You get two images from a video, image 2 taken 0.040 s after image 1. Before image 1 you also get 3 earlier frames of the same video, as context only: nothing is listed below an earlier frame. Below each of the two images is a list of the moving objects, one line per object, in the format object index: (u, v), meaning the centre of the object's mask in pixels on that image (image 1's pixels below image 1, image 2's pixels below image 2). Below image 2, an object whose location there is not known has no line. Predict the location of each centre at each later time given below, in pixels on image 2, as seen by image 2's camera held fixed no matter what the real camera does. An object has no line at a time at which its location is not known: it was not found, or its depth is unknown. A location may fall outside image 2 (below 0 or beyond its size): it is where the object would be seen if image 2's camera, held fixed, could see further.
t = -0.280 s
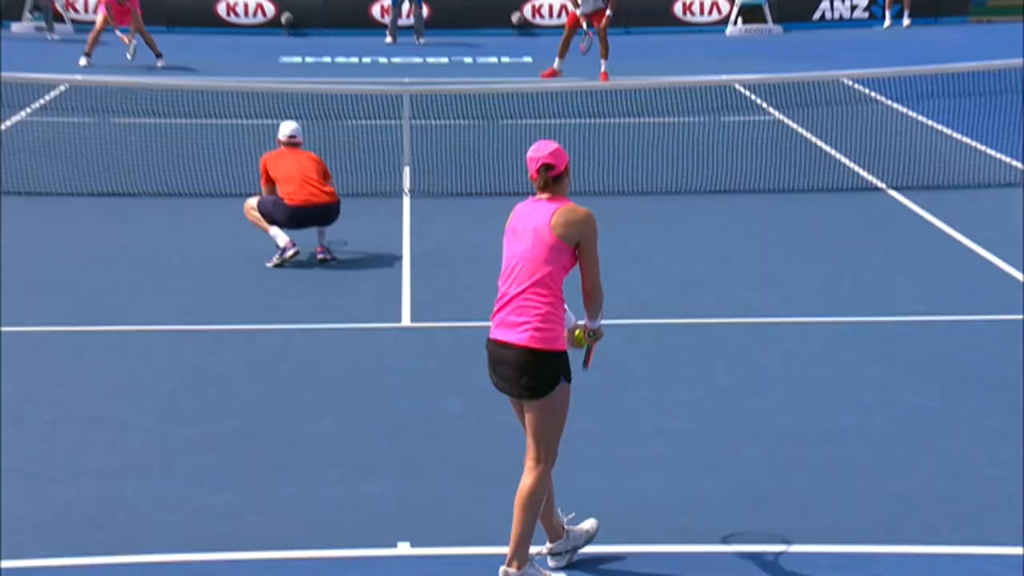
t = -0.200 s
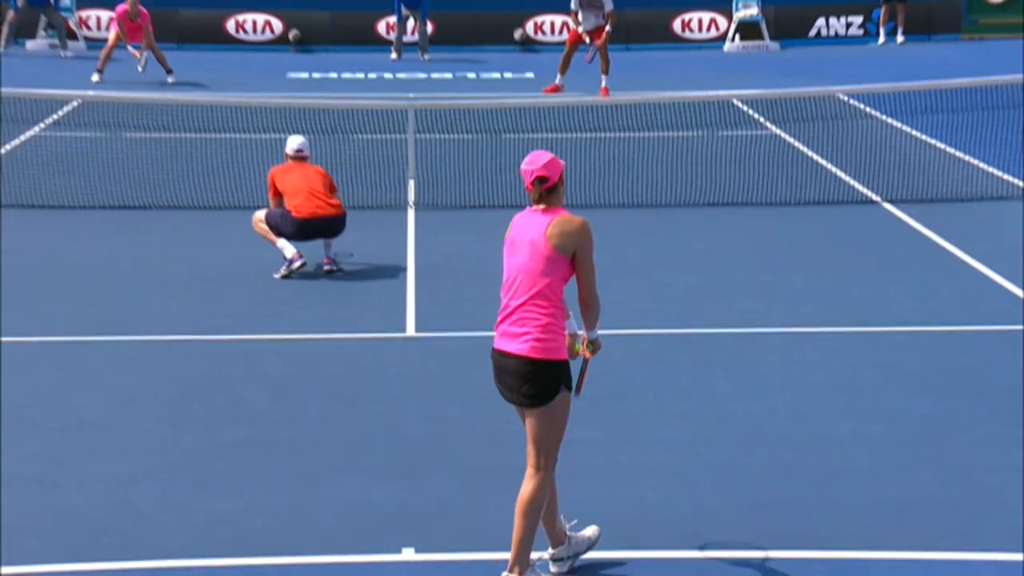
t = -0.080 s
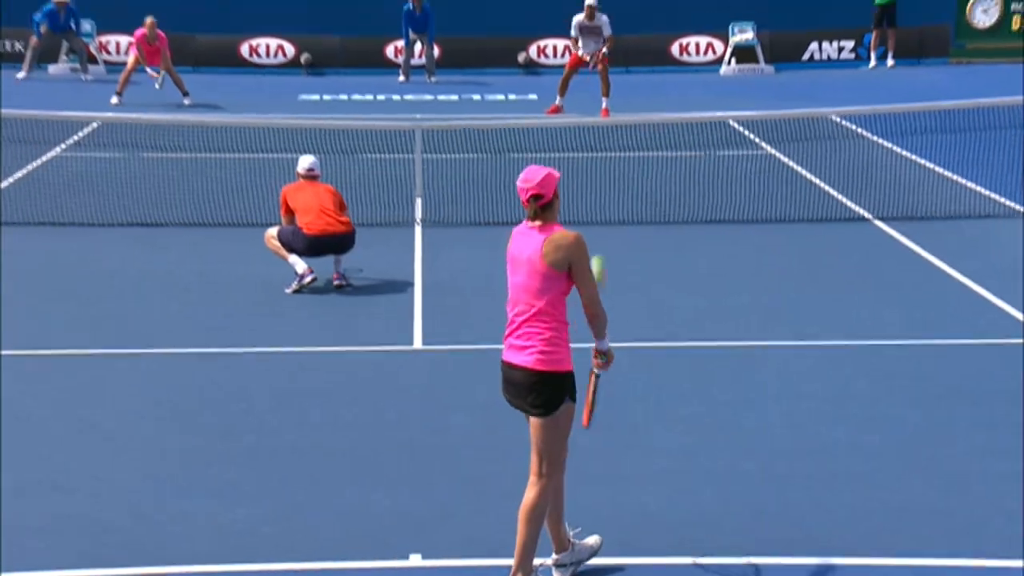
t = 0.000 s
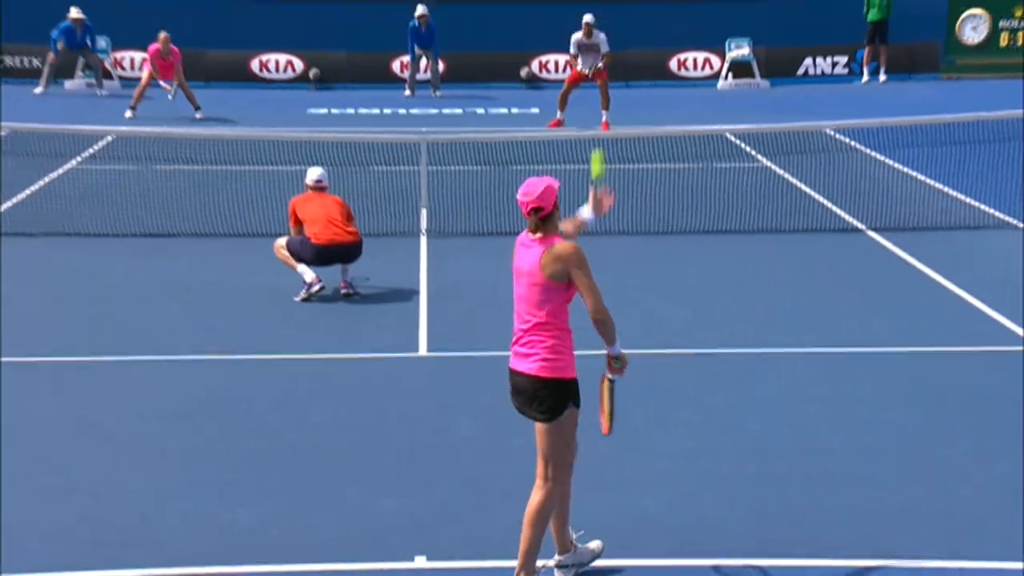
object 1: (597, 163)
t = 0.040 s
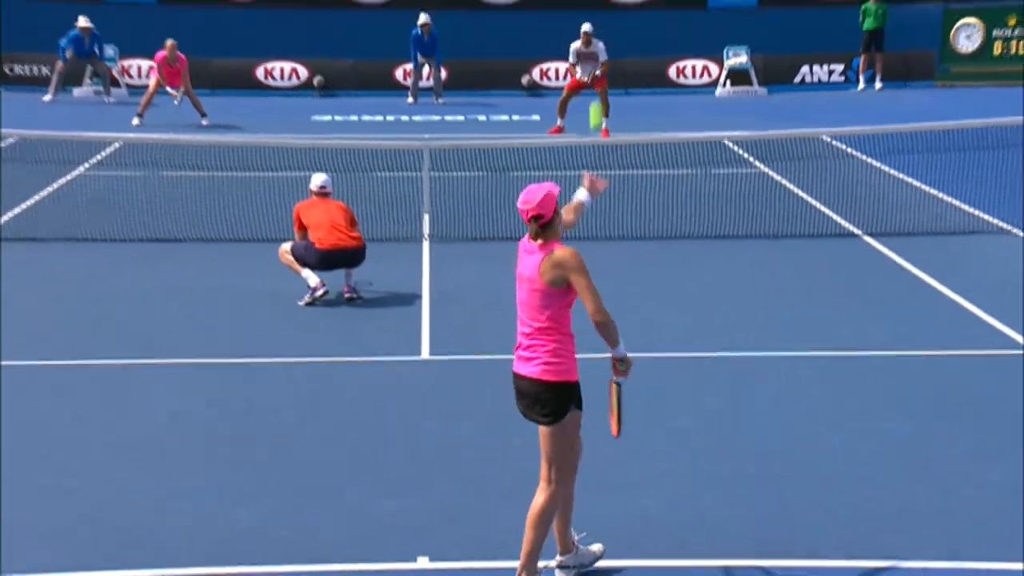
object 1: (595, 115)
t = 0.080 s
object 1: (595, 63)
